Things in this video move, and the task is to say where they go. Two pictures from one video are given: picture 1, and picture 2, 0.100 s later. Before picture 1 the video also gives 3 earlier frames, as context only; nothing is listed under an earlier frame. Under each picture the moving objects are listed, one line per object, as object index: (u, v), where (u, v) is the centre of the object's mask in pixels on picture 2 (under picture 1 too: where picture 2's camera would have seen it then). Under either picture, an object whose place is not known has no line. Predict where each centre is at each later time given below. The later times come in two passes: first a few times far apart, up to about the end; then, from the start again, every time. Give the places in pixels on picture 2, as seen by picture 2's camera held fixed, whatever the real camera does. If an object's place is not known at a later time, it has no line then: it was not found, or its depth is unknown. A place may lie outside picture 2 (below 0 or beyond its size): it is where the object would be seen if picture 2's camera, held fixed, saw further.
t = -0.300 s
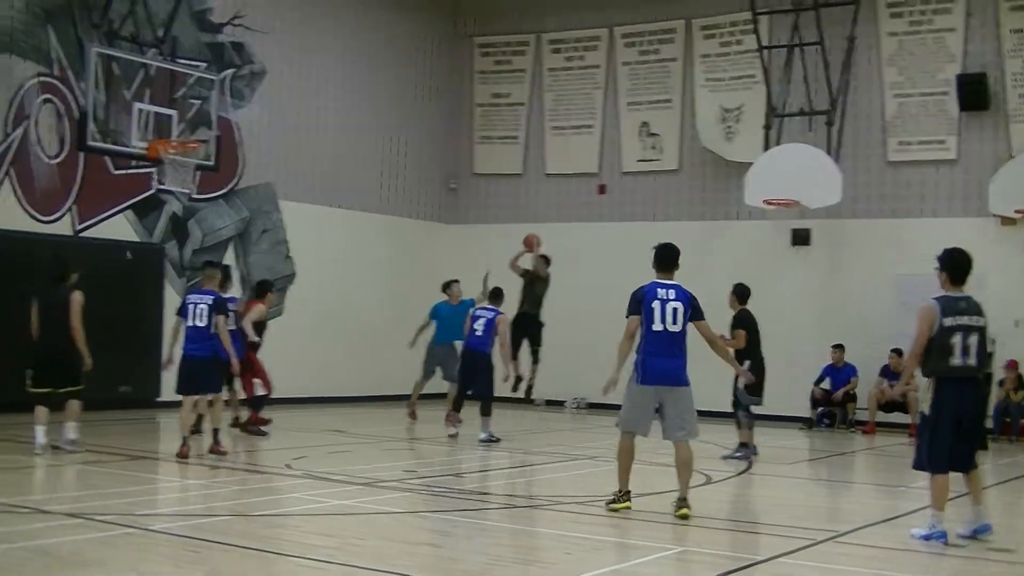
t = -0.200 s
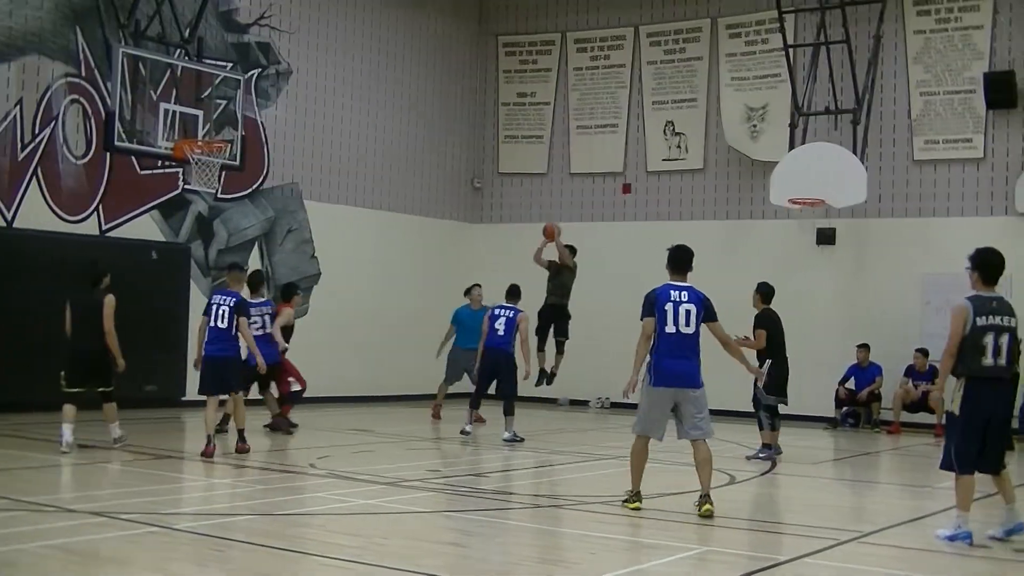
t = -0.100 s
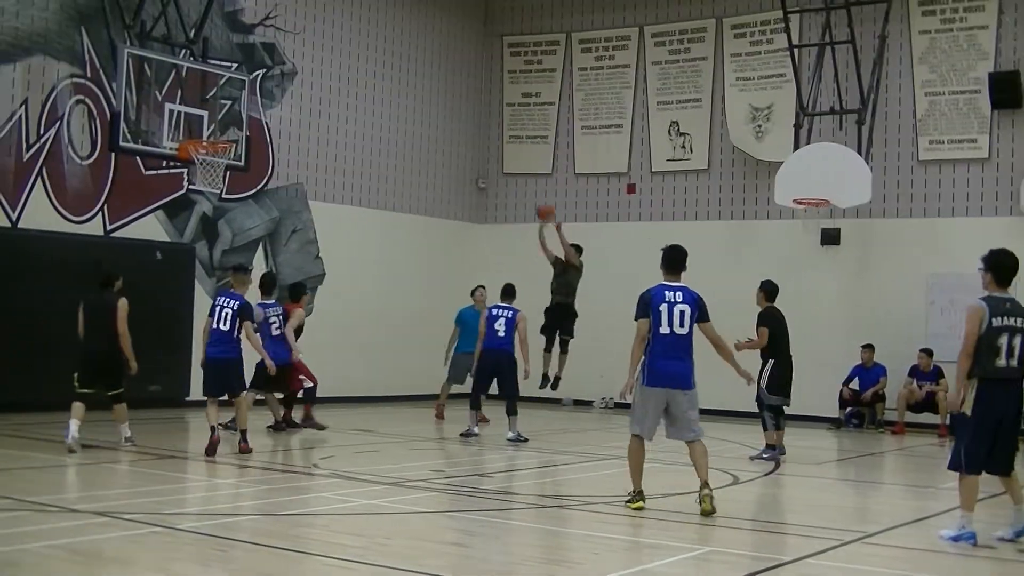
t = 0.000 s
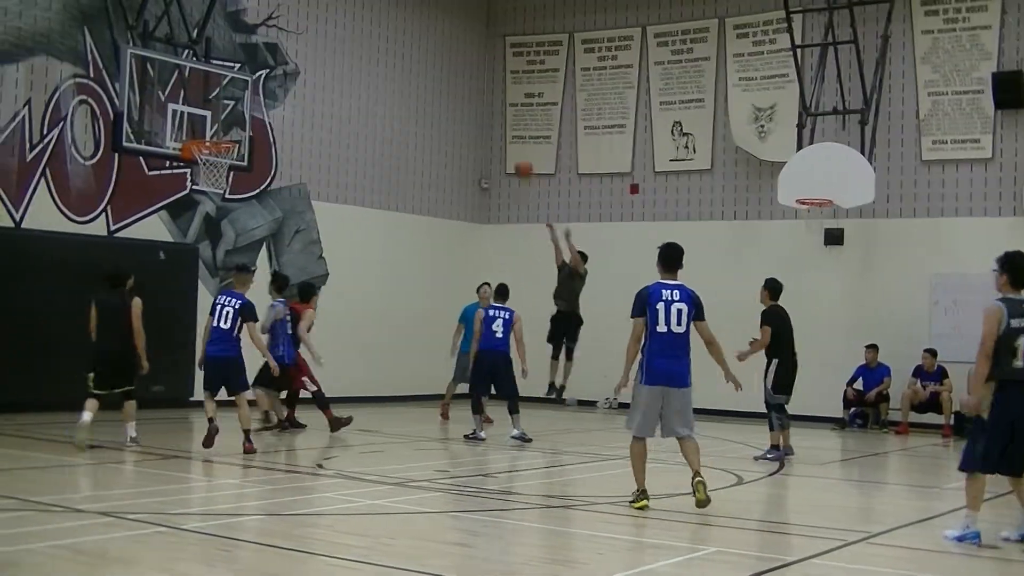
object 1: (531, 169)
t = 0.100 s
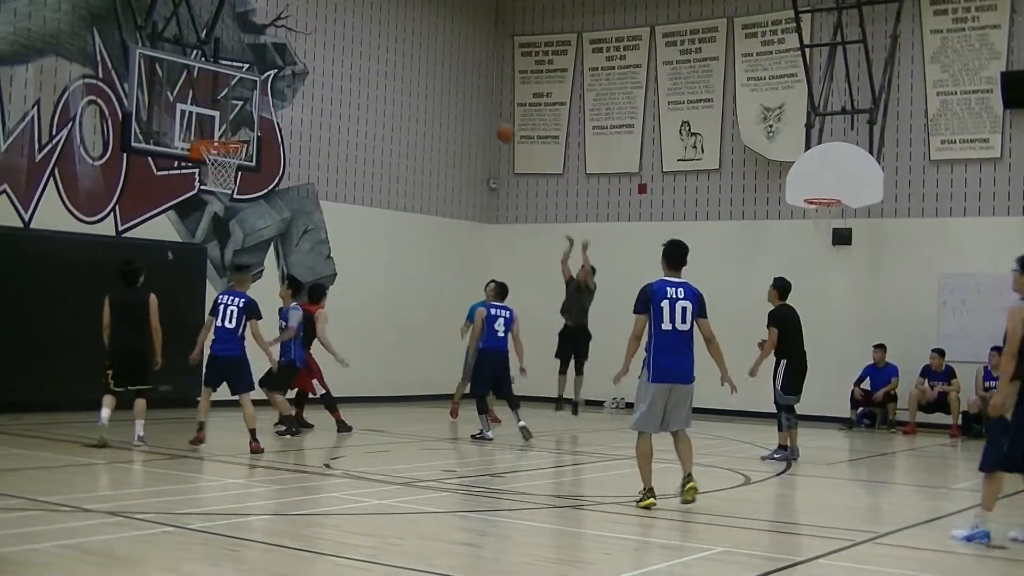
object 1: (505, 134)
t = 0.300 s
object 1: (452, 84)
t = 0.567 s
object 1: (374, 63)
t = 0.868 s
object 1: (276, 113)
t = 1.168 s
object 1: (327, 119)
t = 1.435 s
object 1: (416, 150)
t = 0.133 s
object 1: (497, 124)
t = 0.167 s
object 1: (487, 114)
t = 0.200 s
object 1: (480, 105)
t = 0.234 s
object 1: (470, 97)
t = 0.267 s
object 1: (461, 91)
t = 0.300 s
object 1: (452, 84)
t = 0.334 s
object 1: (443, 78)
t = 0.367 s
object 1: (433, 73)
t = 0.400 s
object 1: (425, 69)
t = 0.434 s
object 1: (415, 66)
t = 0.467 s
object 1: (404, 64)
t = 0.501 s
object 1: (394, 63)
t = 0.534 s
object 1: (385, 63)
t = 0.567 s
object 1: (374, 63)
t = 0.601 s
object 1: (363, 65)
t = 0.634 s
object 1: (353, 68)
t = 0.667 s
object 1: (343, 71)
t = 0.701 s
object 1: (332, 76)
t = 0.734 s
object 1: (321, 81)
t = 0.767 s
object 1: (310, 88)
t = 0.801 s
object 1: (298, 95)
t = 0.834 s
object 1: (288, 104)
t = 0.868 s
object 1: (276, 113)
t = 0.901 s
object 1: (264, 124)
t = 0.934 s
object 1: (253, 136)
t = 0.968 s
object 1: (256, 136)
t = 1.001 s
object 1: (267, 129)
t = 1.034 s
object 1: (280, 127)
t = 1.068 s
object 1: (292, 124)
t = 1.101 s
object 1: (303, 121)
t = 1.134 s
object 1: (315, 119)
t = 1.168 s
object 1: (327, 119)
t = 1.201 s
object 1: (338, 119)
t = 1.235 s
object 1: (350, 121)
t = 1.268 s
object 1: (361, 123)
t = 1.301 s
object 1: (372, 127)
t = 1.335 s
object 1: (384, 130)
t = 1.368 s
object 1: (394, 136)
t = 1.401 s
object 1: (404, 143)
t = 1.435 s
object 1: (416, 150)
